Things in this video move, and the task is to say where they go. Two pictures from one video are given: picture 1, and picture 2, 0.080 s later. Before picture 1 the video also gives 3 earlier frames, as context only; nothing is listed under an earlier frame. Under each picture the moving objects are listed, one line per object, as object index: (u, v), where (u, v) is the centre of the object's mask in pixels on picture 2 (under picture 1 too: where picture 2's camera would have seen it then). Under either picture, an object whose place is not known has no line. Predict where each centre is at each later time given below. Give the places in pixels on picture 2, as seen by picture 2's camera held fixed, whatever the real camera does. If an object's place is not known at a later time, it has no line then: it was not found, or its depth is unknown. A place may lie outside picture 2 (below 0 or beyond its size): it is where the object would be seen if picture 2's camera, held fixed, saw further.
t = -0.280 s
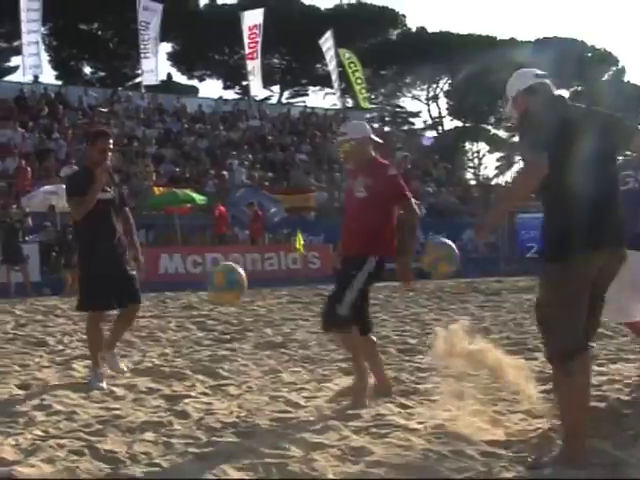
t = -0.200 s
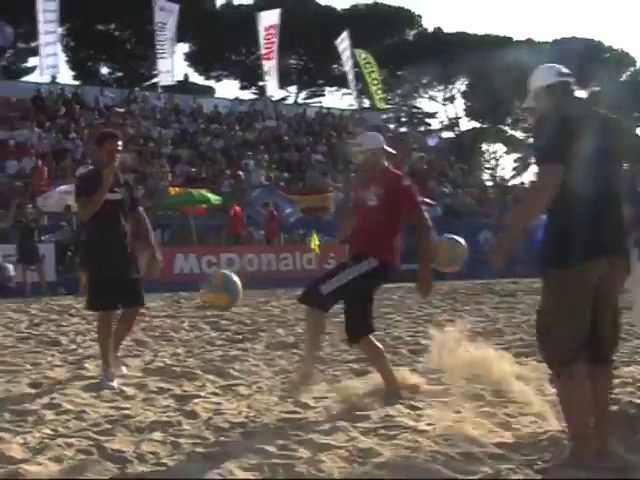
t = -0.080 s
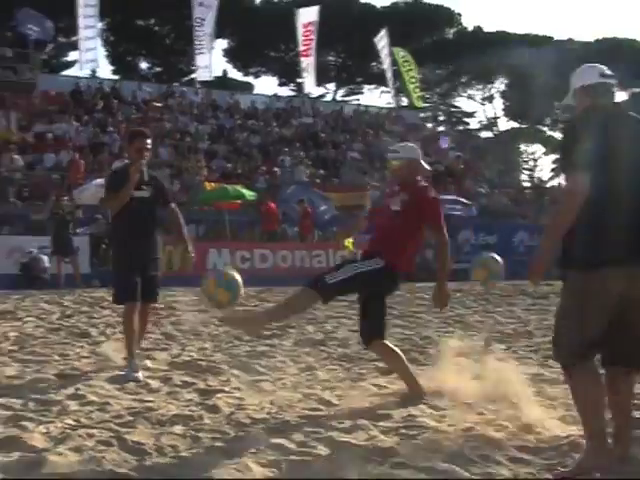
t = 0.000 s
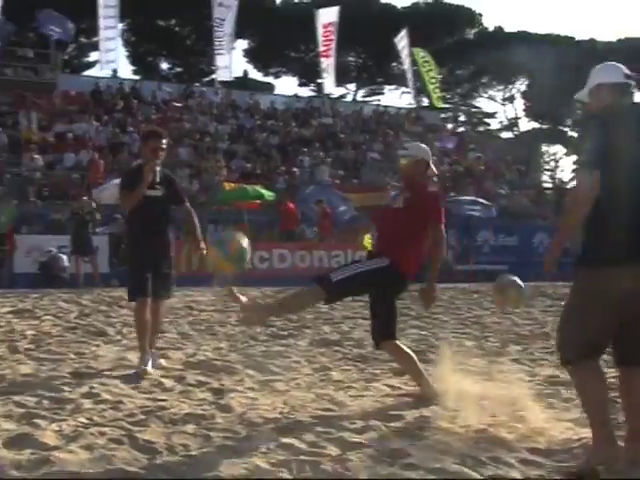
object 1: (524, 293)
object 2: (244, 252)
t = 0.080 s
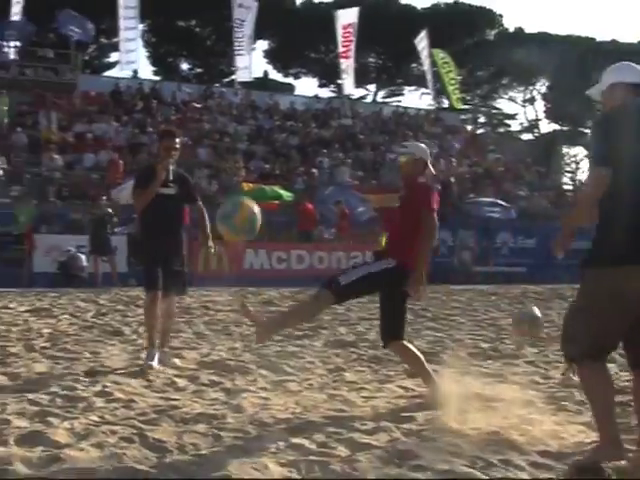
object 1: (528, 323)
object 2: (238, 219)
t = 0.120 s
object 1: (530, 338)
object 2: (235, 208)
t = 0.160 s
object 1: (532, 355)
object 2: (232, 197)
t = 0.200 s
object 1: (533, 363)
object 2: (225, 189)
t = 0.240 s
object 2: (222, 186)
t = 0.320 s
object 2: (219, 189)
